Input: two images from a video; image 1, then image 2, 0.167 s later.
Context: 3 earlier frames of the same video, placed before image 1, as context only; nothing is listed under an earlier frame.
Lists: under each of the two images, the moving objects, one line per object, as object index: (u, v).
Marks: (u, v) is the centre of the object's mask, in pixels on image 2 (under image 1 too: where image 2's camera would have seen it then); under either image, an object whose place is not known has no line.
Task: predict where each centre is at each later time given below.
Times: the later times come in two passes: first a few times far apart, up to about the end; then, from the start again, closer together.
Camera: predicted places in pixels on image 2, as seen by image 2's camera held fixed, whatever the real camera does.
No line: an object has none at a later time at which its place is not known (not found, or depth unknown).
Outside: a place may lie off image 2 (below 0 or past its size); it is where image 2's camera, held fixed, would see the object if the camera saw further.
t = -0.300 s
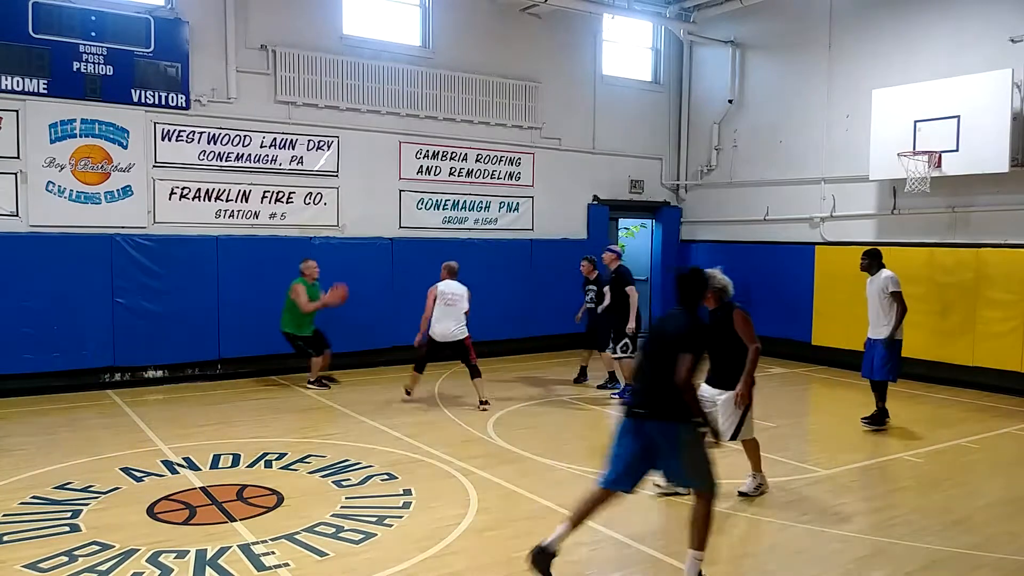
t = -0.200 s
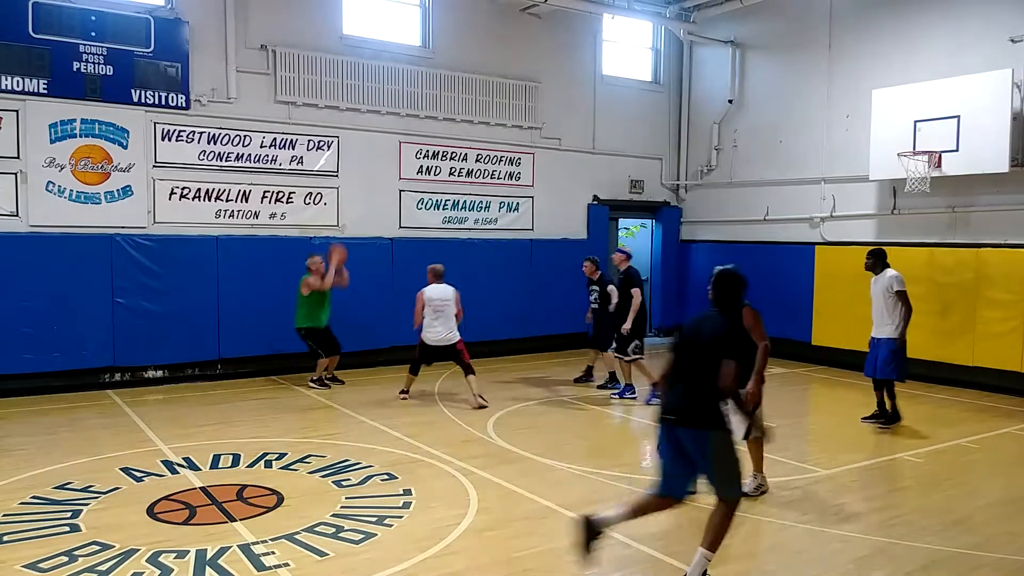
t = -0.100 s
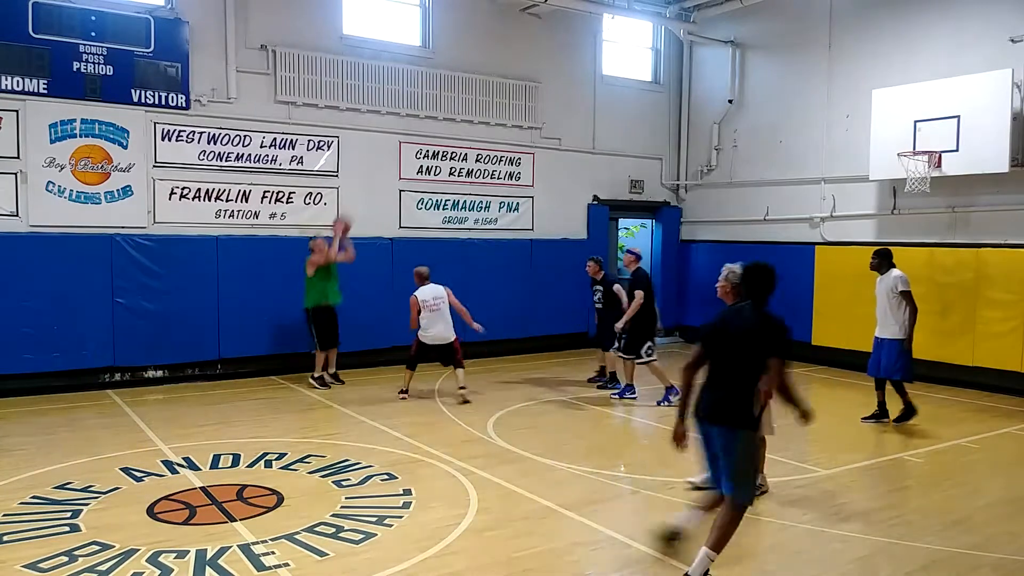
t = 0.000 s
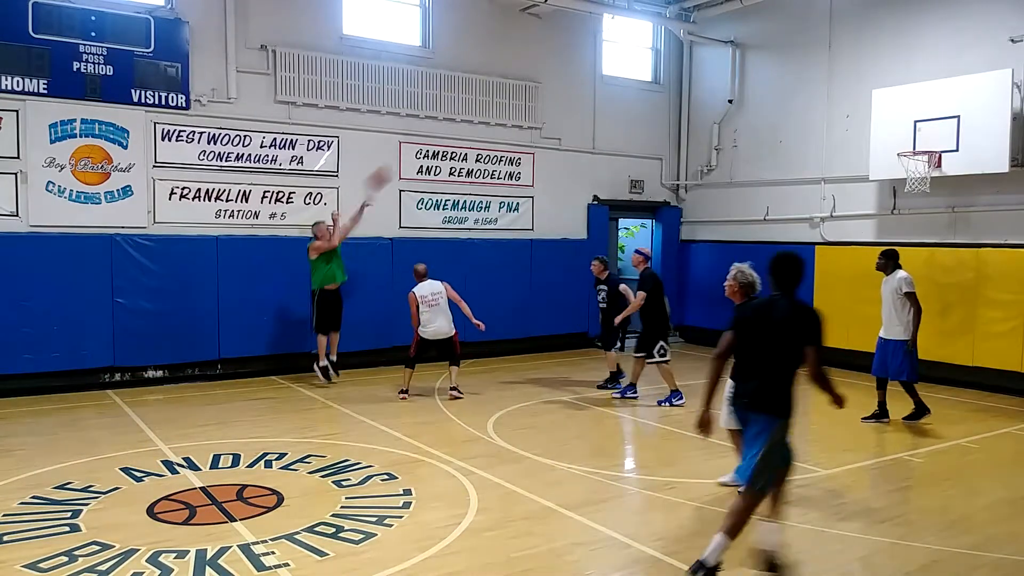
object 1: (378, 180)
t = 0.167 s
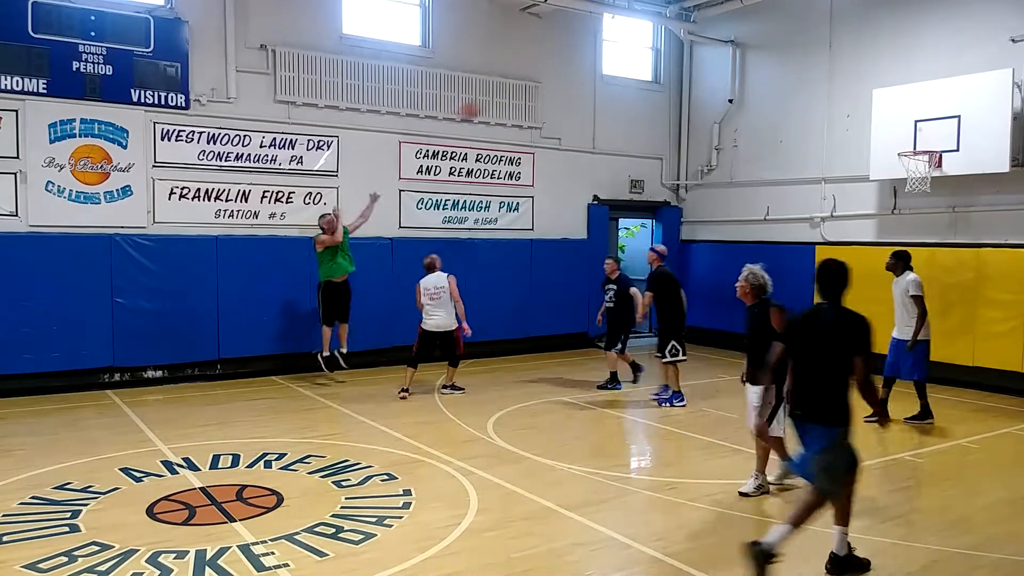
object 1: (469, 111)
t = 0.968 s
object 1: (859, 109)
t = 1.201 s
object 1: (935, 170)
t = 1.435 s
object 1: (935, 190)
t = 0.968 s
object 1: (859, 109)
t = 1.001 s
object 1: (873, 118)
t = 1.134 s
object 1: (930, 166)
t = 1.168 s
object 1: (935, 169)
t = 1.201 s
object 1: (935, 170)
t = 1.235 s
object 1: (935, 171)
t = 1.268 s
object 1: (936, 171)
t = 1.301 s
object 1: (936, 175)
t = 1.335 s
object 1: (936, 177)
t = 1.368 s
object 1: (936, 182)
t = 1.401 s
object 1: (936, 186)
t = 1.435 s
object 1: (935, 190)
